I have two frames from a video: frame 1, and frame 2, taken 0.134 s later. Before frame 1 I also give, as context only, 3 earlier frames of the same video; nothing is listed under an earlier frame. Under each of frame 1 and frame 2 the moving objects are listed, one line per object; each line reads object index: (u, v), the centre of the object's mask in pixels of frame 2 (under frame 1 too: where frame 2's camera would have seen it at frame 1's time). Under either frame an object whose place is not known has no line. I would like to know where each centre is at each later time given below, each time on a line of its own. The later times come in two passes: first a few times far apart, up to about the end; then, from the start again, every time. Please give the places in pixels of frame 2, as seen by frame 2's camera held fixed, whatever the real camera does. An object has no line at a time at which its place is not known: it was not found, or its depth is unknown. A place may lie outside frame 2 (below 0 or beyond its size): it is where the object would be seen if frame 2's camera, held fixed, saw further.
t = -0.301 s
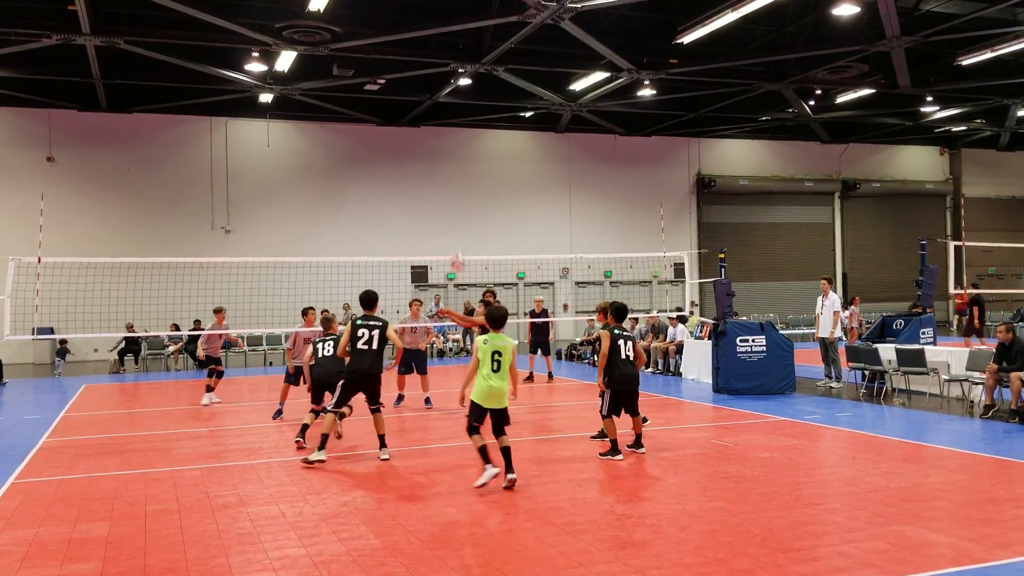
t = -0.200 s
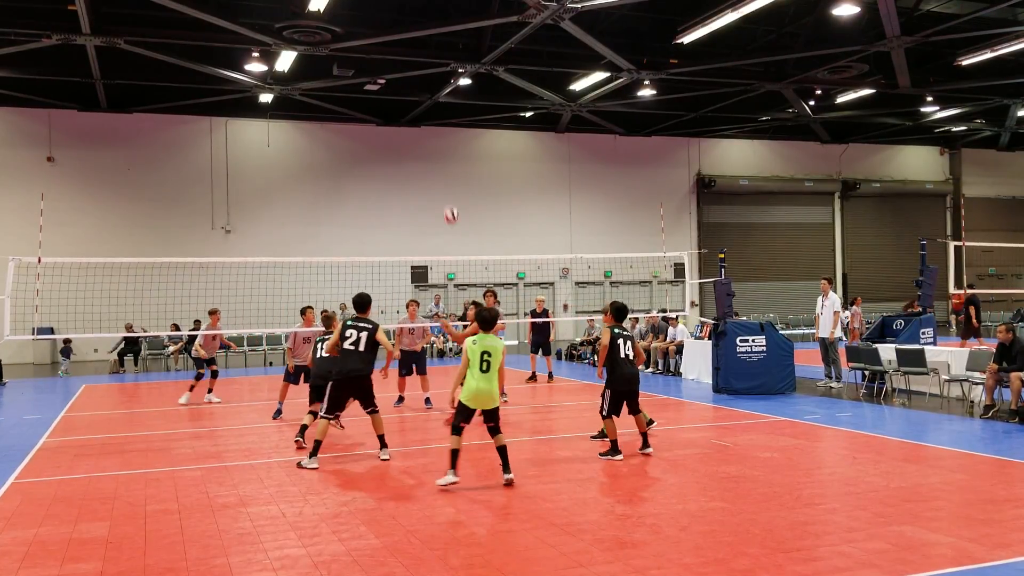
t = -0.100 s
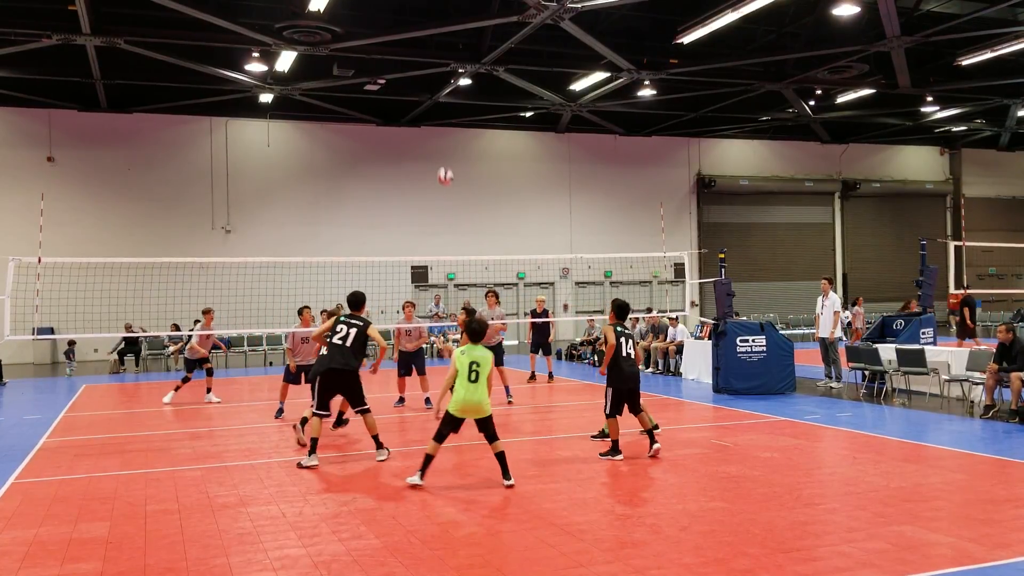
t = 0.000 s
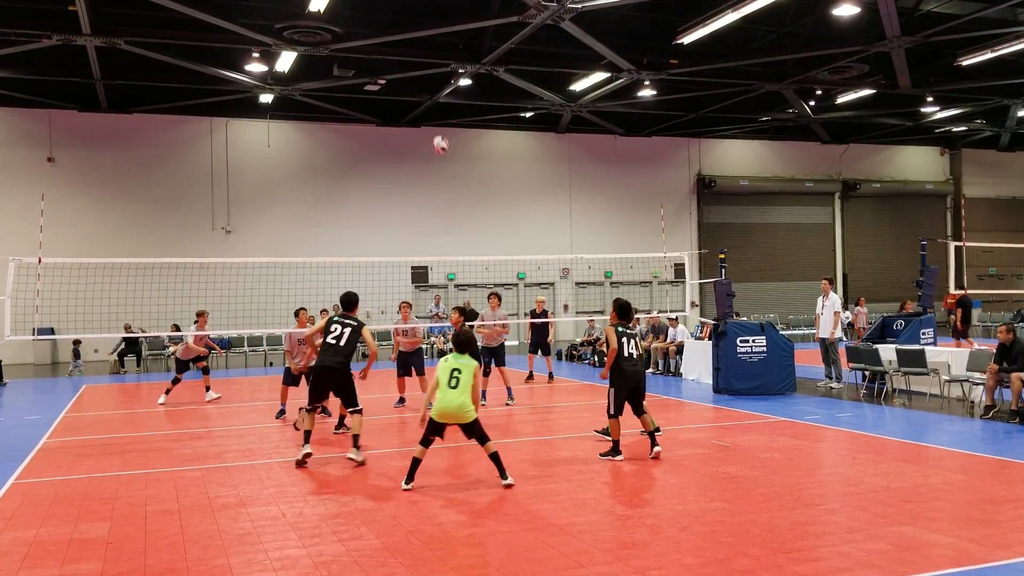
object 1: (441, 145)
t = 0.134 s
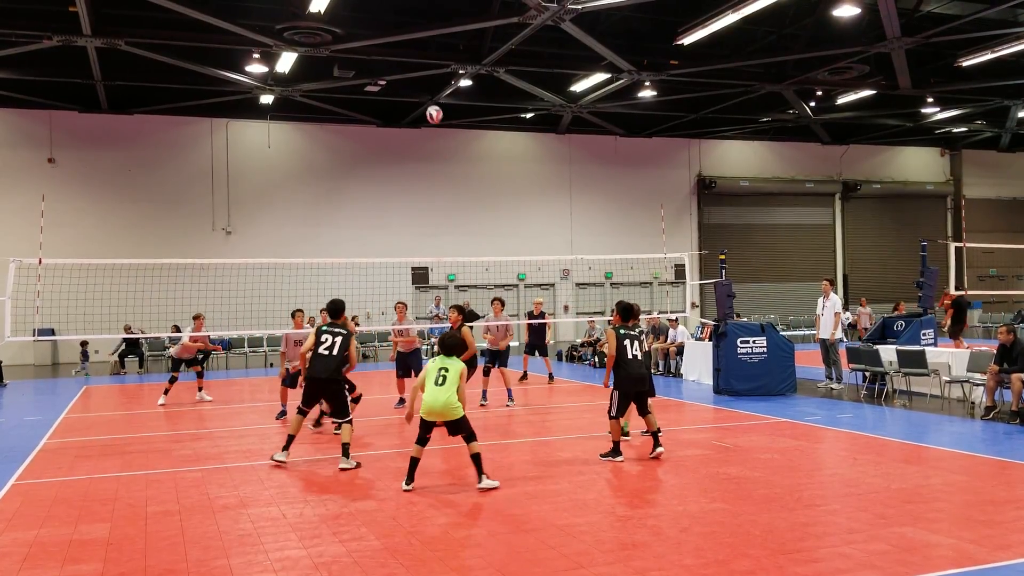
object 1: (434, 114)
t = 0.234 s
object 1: (429, 99)
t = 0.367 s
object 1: (423, 91)
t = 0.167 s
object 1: (433, 109)
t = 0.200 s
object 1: (431, 104)
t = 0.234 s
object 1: (429, 99)
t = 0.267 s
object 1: (428, 96)
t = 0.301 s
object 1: (426, 93)
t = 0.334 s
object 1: (425, 92)
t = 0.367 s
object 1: (423, 91)
